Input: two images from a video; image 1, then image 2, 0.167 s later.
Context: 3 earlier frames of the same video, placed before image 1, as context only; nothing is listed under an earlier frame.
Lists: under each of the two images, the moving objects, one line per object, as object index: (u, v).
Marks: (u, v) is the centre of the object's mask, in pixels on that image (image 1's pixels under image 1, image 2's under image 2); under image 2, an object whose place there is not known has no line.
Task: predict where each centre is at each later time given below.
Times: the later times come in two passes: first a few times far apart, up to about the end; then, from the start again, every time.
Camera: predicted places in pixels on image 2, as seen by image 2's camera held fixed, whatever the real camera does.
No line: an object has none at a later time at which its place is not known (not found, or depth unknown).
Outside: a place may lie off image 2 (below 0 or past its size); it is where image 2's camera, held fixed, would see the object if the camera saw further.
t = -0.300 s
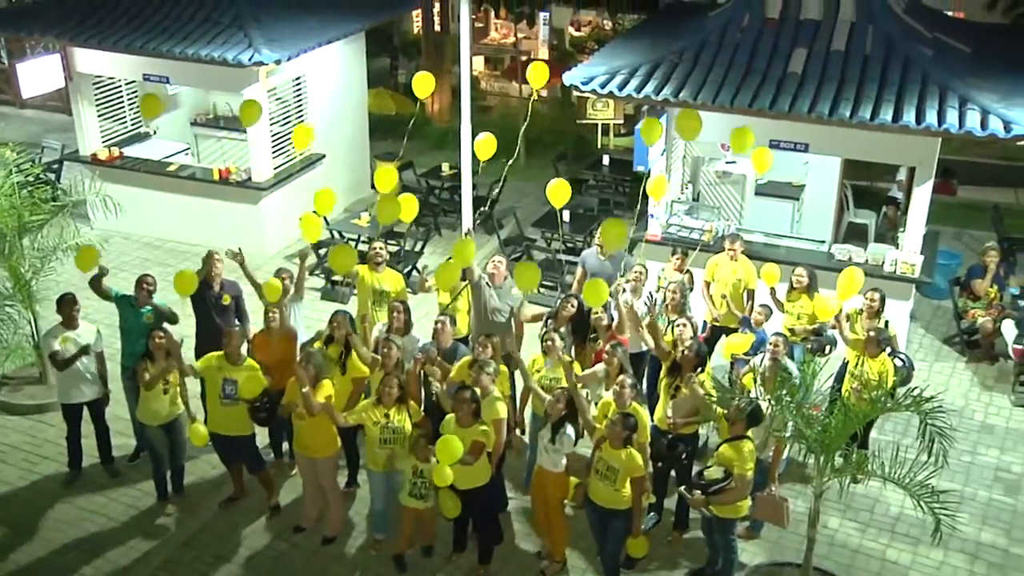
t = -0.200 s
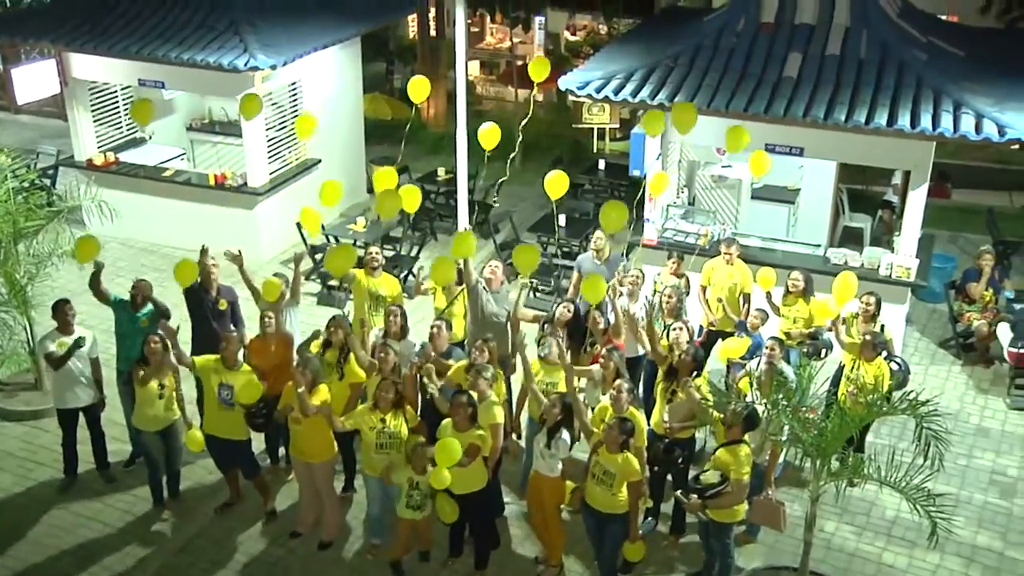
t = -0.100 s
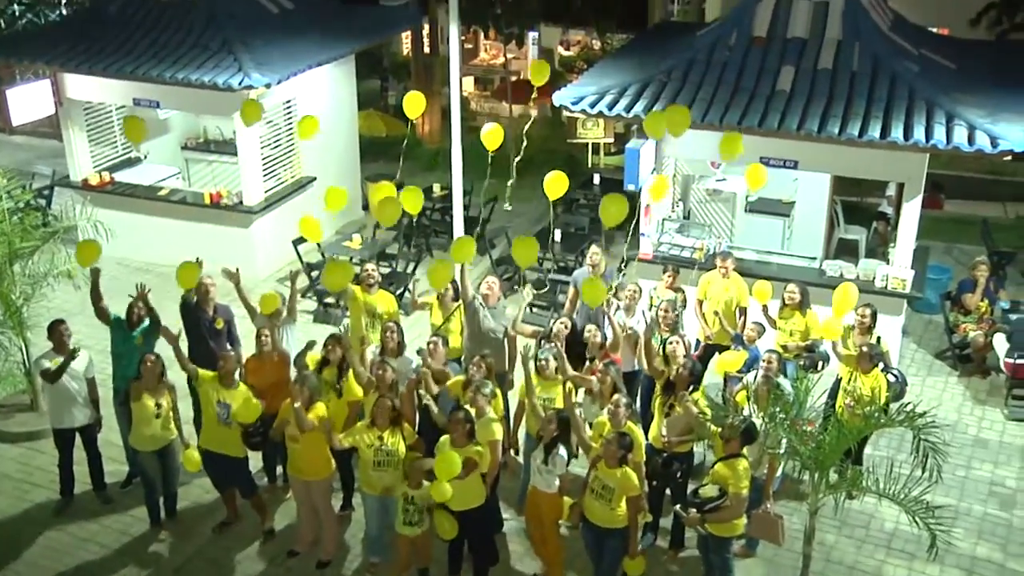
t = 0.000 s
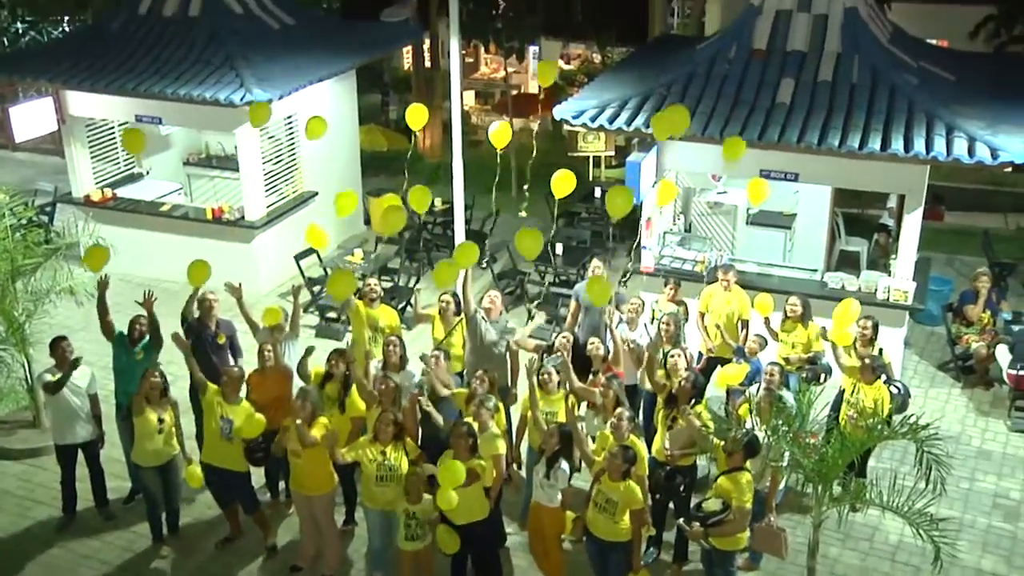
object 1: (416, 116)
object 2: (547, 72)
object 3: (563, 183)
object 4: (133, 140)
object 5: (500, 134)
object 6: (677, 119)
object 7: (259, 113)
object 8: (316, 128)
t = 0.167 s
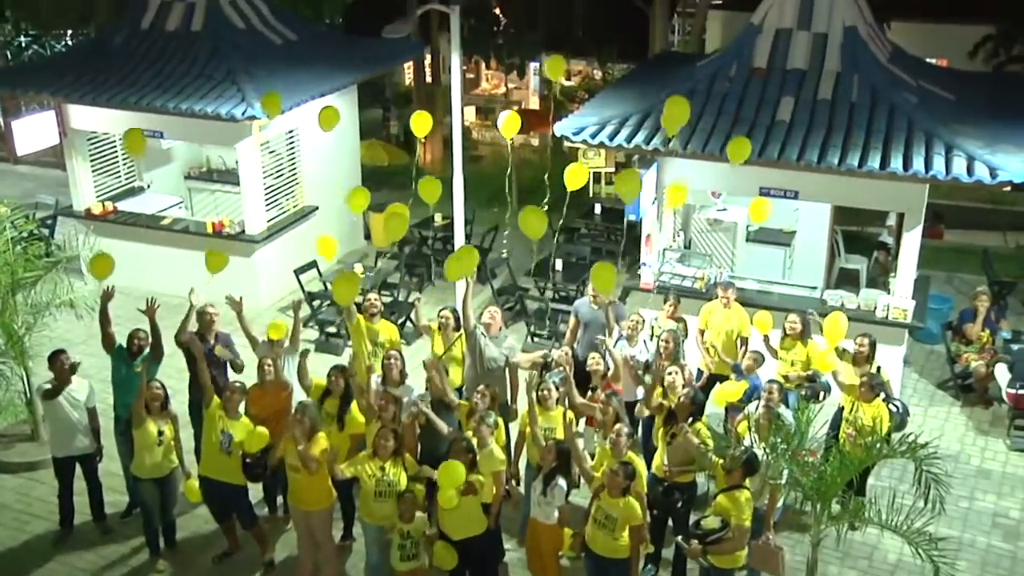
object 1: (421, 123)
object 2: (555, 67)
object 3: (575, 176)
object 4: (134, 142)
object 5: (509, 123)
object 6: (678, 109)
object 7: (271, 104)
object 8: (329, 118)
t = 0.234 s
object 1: (422, 118)
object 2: (558, 58)
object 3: (580, 168)
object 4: (136, 134)
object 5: (511, 113)
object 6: (679, 96)
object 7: (276, 93)
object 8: (333, 108)
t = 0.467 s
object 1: (430, 96)
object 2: (565, 24)
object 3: (599, 137)
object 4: (145, 106)
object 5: (517, 79)
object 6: (688, 52)
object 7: (287, 58)
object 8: (347, 77)
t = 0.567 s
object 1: (433, 83)
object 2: (565, 9)
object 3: (607, 121)
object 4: (152, 92)
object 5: (520, 63)
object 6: (695, 35)
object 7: (290, 43)
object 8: (351, 65)
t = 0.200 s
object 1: (421, 121)
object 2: (557, 62)
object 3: (578, 172)
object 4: (135, 137)
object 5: (510, 118)
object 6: (678, 101)
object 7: (274, 98)
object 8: (331, 113)
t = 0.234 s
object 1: (422, 118)
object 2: (558, 58)
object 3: (580, 168)
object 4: (136, 134)
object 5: (511, 113)
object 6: (679, 96)
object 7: (276, 93)
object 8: (333, 108)
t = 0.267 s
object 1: (423, 116)
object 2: (559, 53)
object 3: (583, 165)
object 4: (137, 130)
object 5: (512, 108)
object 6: (679, 90)
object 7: (278, 88)
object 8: (335, 103)
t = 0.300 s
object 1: (424, 113)
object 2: (561, 48)
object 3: (586, 160)
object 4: (138, 126)
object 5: (513, 103)
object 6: (680, 83)
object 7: (280, 83)
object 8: (337, 98)
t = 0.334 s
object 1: (425, 110)
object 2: (562, 43)
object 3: (589, 155)
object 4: (139, 123)
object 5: (514, 98)
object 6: (682, 77)
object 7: (281, 78)
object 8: (339, 94)
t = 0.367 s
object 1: (426, 107)
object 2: (563, 39)
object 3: (592, 152)
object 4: (141, 118)
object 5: (515, 94)
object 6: (683, 71)
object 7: (283, 74)
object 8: (342, 89)
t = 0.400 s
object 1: (427, 103)
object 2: (563, 34)
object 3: (594, 146)
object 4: (142, 115)
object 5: (516, 89)
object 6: (685, 65)
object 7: (285, 68)
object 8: (344, 85)
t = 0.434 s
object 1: (428, 100)
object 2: (564, 29)
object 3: (597, 141)
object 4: (144, 110)
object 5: (516, 84)
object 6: (687, 58)
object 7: (286, 63)
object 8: (346, 81)
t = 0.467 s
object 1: (430, 96)
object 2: (565, 24)
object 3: (599, 137)
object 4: (145, 106)
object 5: (517, 79)
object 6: (688, 52)
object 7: (287, 58)
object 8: (347, 77)
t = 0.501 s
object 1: (431, 92)
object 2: (565, 19)
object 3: (602, 132)
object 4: (147, 101)
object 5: (518, 74)
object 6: (690, 45)
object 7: (288, 53)
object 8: (349, 73)
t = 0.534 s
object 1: (432, 88)
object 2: (565, 14)
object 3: (605, 128)
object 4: (150, 96)
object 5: (519, 69)
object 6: (693, 40)
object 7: (289, 47)
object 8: (350, 69)
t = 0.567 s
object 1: (433, 83)
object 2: (565, 9)
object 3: (607, 121)
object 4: (152, 92)
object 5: (520, 63)
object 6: (695, 35)
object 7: (290, 43)
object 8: (351, 65)
